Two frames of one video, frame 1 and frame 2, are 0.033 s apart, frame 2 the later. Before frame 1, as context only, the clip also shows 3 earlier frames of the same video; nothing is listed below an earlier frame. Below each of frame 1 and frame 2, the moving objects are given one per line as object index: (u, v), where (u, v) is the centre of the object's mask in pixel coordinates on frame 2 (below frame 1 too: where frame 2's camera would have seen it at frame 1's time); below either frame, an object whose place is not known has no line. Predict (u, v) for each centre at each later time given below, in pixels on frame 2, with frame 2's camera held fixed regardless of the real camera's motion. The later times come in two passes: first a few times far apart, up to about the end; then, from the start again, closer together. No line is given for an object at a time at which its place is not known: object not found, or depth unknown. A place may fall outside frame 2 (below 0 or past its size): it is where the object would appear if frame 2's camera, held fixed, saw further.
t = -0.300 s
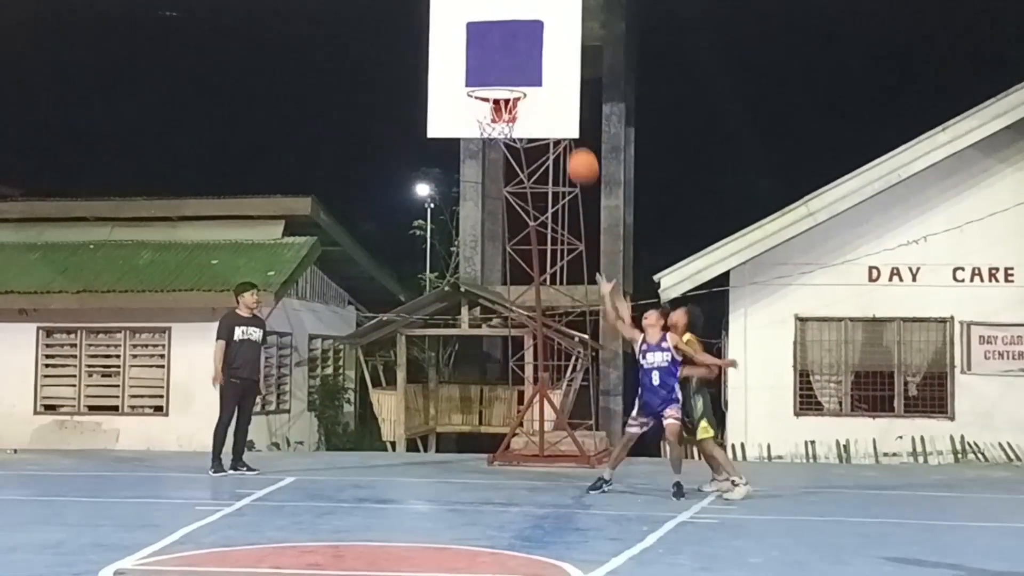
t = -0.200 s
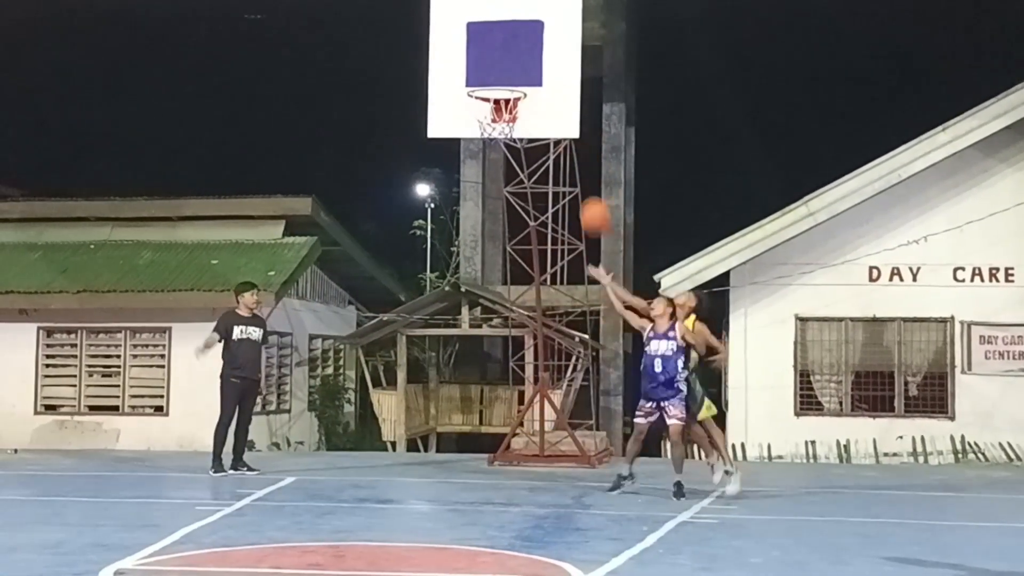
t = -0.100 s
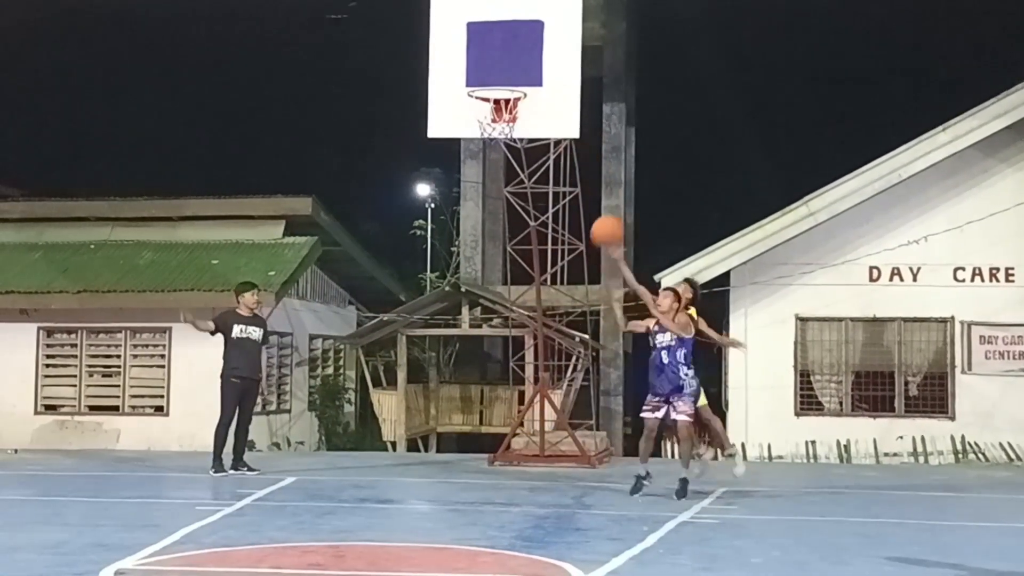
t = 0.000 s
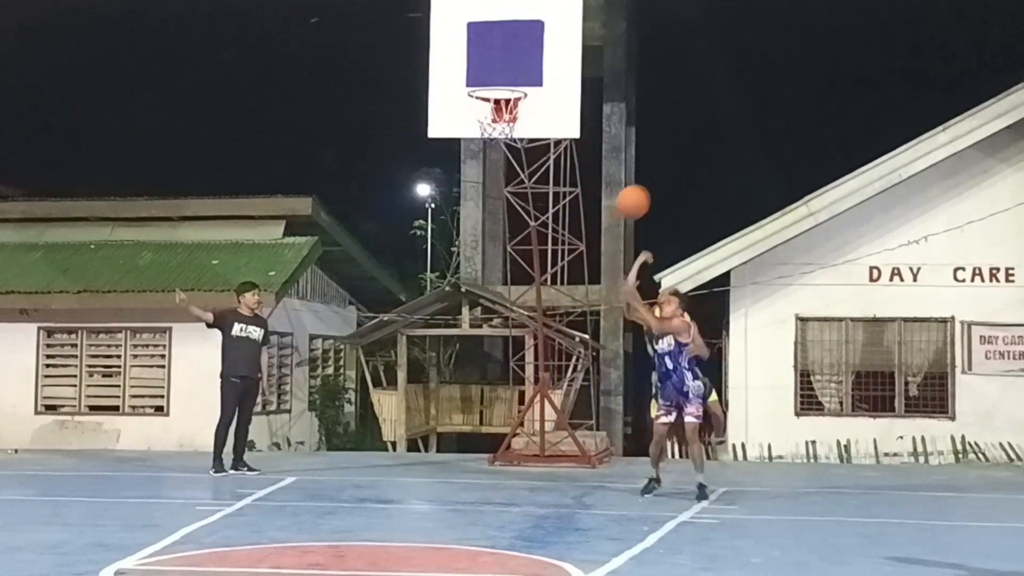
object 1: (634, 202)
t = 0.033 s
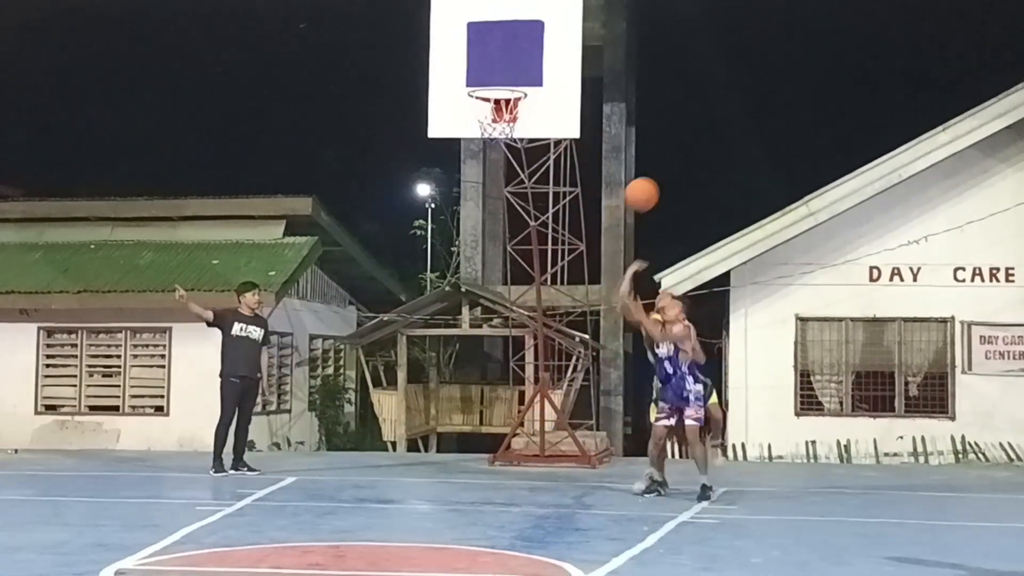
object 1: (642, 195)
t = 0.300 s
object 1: (712, 188)
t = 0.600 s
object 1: (802, 309)
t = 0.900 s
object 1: (880, 447)
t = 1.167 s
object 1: (877, 279)
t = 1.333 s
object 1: (877, 229)
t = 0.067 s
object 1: (649, 189)
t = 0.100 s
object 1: (658, 185)
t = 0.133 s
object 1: (666, 181)
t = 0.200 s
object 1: (684, 180)
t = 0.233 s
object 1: (693, 181)
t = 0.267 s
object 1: (703, 184)
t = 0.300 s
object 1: (712, 188)
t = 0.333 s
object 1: (722, 195)
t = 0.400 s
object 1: (740, 210)
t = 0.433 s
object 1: (748, 220)
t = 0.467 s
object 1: (758, 233)
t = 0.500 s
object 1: (770, 252)
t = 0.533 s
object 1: (781, 269)
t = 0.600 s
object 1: (802, 309)
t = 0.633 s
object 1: (812, 330)
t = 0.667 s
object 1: (823, 355)
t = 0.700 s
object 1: (834, 380)
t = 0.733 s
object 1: (845, 408)
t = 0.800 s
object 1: (869, 475)
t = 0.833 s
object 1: (880, 506)
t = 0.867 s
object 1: (881, 479)
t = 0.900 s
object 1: (880, 447)
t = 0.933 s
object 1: (879, 418)
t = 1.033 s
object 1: (878, 351)
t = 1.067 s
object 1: (879, 330)
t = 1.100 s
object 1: (878, 313)
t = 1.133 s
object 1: (877, 294)
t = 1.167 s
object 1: (877, 279)
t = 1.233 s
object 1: (877, 253)
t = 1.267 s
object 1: (877, 242)
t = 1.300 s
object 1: (876, 235)
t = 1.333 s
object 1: (877, 229)
